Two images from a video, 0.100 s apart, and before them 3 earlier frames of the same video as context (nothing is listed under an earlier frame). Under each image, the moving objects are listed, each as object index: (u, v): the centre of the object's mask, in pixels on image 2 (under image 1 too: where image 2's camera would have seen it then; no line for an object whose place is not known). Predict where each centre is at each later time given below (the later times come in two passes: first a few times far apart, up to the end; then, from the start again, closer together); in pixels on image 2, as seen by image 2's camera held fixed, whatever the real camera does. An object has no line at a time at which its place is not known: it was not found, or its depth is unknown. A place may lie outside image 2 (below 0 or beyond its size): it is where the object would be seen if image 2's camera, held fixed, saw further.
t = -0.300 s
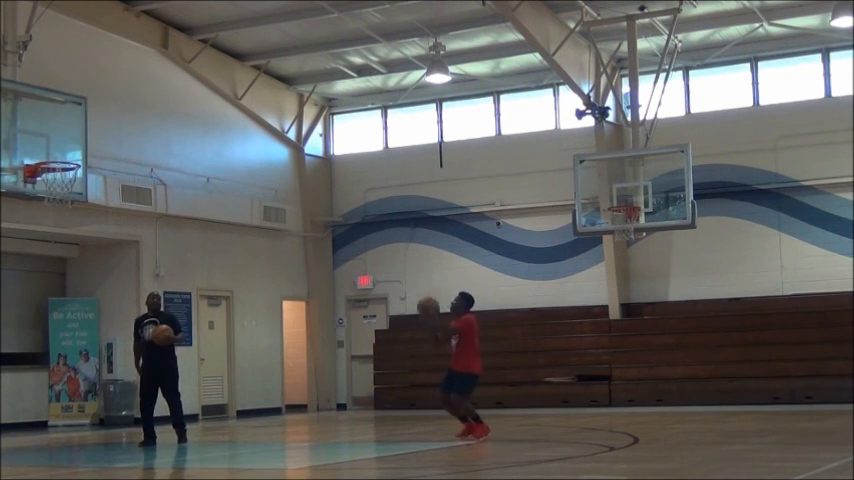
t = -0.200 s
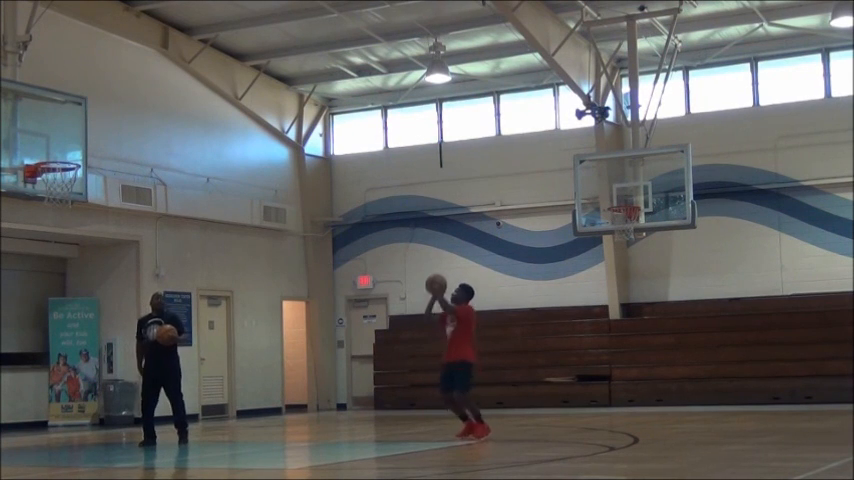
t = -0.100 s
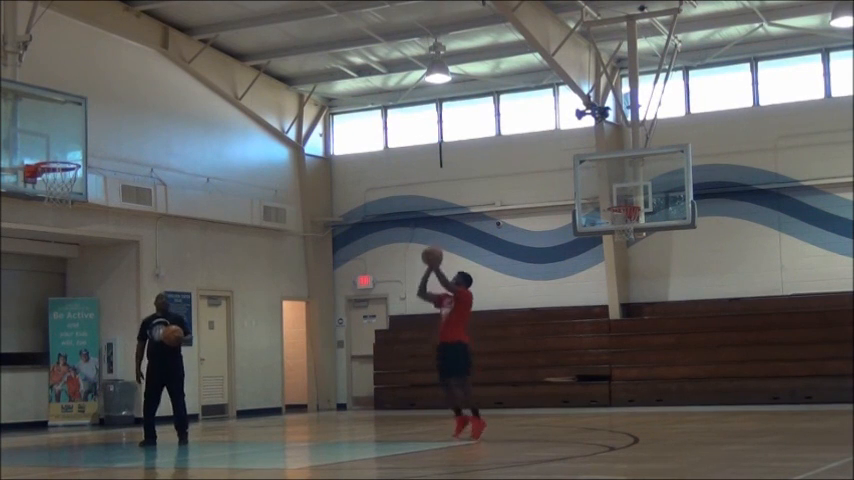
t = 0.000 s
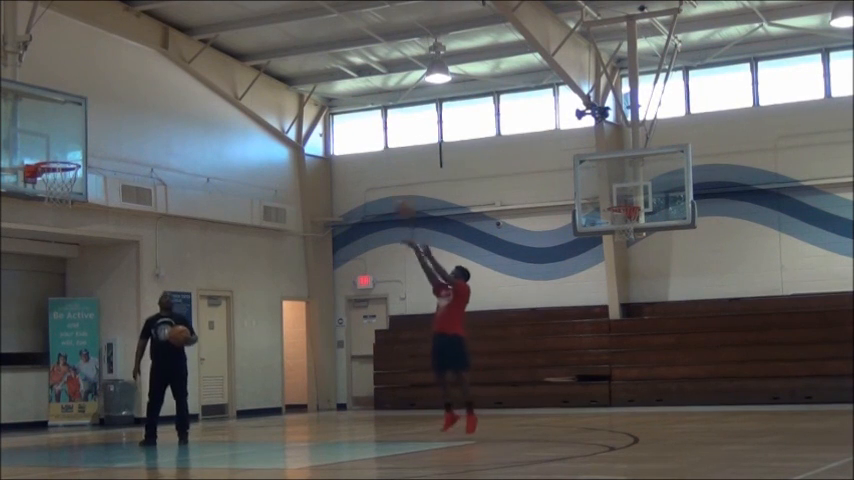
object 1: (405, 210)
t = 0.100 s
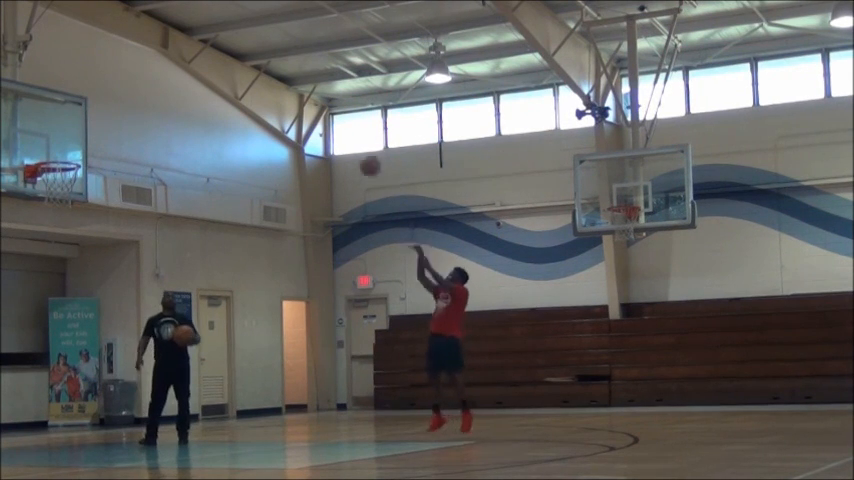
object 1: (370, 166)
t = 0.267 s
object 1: (313, 114)
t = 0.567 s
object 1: (213, 81)
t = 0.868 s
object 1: (115, 127)
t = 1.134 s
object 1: (114, 135)
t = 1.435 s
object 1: (165, 155)
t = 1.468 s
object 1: (171, 162)
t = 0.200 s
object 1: (335, 131)
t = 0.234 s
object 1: (324, 122)
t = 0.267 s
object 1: (313, 114)
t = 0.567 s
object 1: (213, 81)
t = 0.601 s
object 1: (203, 82)
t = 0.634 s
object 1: (191, 84)
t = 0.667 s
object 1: (181, 88)
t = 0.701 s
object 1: (170, 92)
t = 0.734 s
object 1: (159, 97)
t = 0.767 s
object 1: (148, 103)
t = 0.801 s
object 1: (137, 110)
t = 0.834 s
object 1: (126, 118)
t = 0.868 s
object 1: (115, 127)
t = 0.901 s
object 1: (104, 137)
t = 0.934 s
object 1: (94, 148)
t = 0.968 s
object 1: (85, 157)
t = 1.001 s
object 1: (91, 151)
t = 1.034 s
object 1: (97, 145)
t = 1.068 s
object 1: (102, 141)
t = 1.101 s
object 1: (108, 137)
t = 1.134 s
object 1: (114, 135)
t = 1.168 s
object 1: (119, 133)
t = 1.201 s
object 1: (125, 132)
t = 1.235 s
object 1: (131, 133)
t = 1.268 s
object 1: (136, 134)
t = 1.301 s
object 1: (142, 136)
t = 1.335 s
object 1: (148, 139)
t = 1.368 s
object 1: (153, 143)
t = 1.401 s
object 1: (159, 149)
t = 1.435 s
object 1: (165, 155)
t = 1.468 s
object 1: (171, 162)
